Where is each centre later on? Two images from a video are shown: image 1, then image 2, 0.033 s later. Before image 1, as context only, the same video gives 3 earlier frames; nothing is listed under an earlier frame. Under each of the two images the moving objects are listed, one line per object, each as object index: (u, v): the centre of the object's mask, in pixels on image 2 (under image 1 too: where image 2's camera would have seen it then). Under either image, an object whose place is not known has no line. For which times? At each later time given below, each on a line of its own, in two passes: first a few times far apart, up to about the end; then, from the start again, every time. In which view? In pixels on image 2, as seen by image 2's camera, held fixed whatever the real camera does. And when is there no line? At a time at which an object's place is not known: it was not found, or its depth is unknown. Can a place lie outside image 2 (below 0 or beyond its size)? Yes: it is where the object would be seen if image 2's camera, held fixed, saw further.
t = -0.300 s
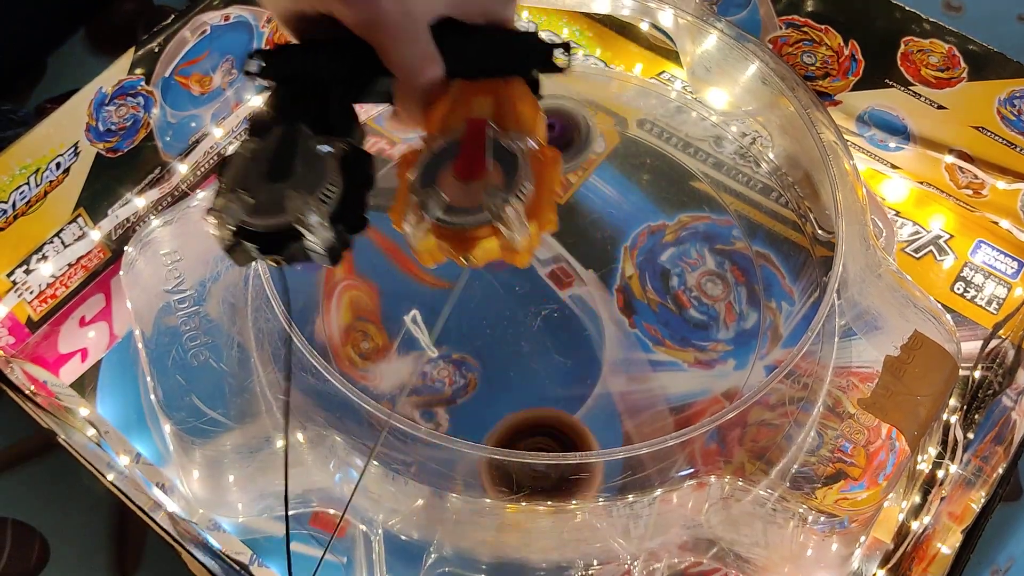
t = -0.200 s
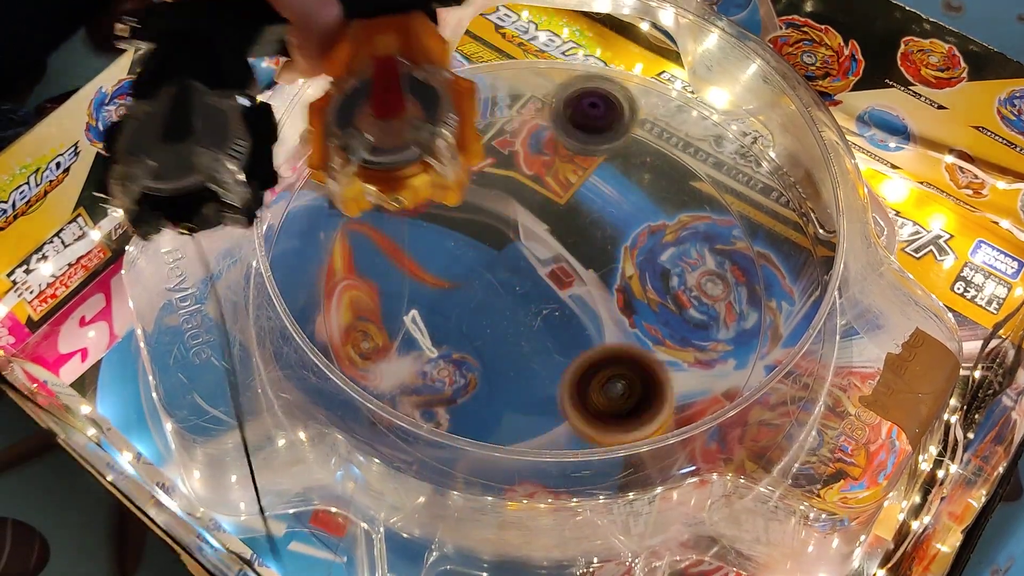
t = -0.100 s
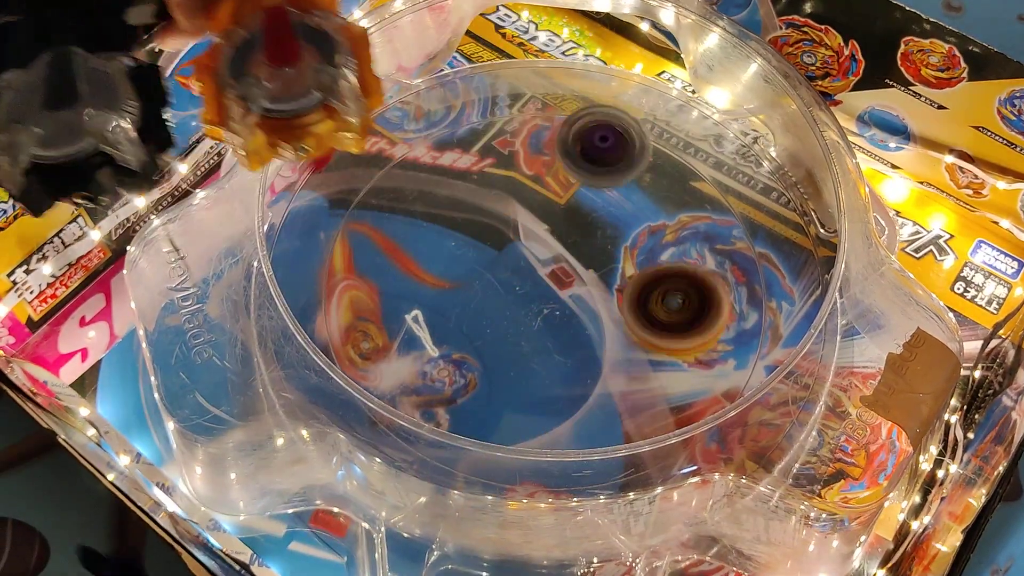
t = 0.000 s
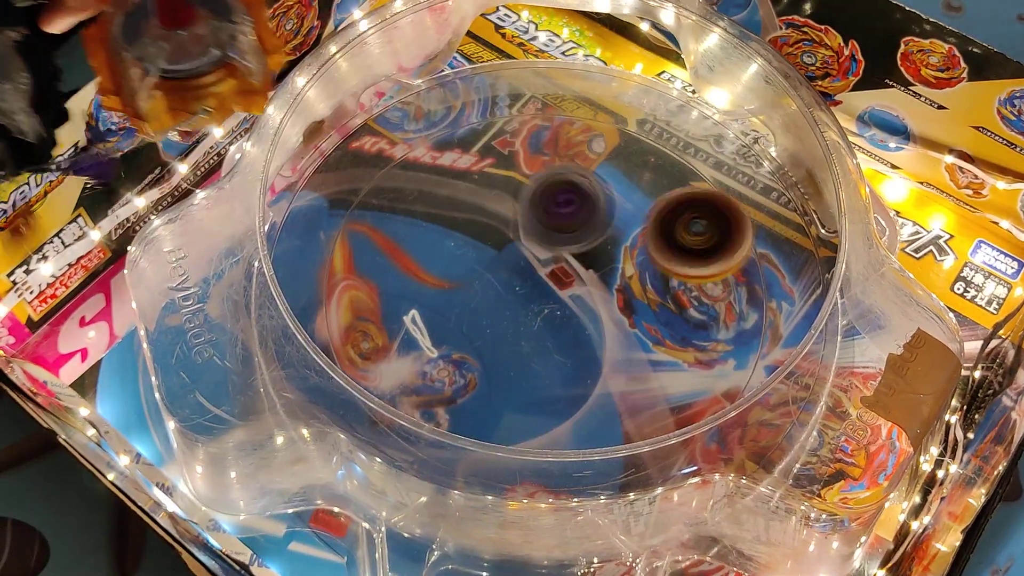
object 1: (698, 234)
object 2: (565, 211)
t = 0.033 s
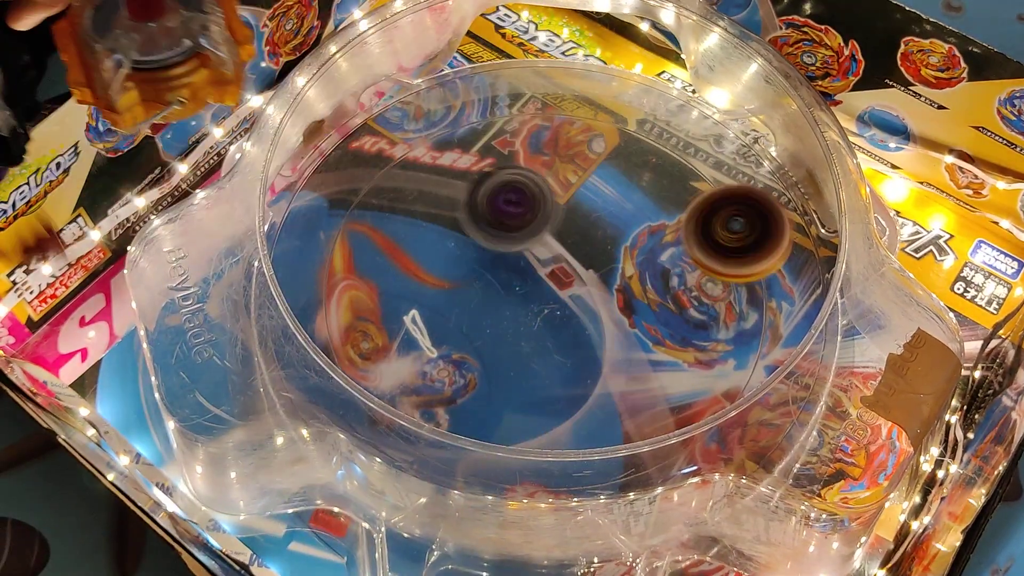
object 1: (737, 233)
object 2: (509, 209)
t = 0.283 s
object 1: (726, 241)
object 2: (306, 260)
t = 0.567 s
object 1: (489, 289)
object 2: (549, 389)
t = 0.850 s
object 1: (509, 397)
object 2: (797, 283)
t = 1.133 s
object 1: (677, 340)
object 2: (581, 151)
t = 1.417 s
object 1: (488, 183)
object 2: (333, 291)
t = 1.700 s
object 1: (358, 334)
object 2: (678, 413)
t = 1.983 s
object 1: (661, 380)
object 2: (670, 187)
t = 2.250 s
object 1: (626, 114)
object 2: (338, 169)
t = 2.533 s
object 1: (343, 245)
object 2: (459, 460)
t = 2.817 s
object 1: (614, 444)
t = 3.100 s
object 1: (695, 149)
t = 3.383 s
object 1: (368, 195)
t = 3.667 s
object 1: (541, 342)
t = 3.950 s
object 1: (721, 227)
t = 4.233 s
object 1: (559, 148)
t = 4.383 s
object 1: (479, 237)
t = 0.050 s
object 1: (756, 236)
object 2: (487, 207)
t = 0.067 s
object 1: (769, 236)
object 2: (466, 207)
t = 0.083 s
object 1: (782, 234)
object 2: (445, 208)
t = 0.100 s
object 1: (790, 234)
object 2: (420, 205)
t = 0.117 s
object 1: (793, 236)
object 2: (401, 208)
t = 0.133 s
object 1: (792, 237)
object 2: (382, 213)
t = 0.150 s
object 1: (789, 238)
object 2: (368, 212)
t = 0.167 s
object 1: (786, 238)
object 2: (355, 213)
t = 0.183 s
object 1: (781, 239)
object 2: (340, 218)
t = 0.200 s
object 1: (775, 239)
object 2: (328, 225)
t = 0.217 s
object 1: (768, 239)
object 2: (319, 234)
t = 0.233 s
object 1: (761, 239)
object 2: (314, 237)
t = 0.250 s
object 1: (750, 240)
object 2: (311, 243)
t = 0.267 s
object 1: (739, 242)
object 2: (307, 251)
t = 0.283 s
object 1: (726, 241)
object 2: (306, 260)
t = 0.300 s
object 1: (713, 241)
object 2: (306, 265)
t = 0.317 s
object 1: (699, 239)
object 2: (308, 270)
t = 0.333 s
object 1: (684, 238)
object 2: (311, 277)
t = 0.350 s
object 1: (669, 237)
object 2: (316, 290)
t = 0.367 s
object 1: (653, 238)
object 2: (322, 299)
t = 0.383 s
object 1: (637, 240)
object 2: (328, 305)
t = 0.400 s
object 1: (620, 242)
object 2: (337, 313)
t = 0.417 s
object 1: (605, 244)
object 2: (347, 323)
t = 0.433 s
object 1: (589, 249)
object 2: (361, 336)
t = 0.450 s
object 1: (573, 254)
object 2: (376, 347)
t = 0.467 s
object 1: (559, 259)
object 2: (398, 355)
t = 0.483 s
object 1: (545, 265)
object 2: (425, 361)
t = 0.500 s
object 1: (531, 271)
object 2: (453, 369)
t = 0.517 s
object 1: (517, 278)
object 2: (479, 370)
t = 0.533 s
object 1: (505, 284)
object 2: (502, 378)
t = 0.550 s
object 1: (497, 287)
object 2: (525, 387)
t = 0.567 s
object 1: (489, 289)
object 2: (549, 389)
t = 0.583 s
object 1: (483, 291)
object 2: (575, 391)
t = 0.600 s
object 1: (476, 295)
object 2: (603, 396)
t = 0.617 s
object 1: (472, 299)
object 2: (625, 396)
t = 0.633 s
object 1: (468, 304)
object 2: (646, 392)
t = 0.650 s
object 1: (464, 310)
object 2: (665, 387)
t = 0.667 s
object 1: (463, 316)
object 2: (689, 389)
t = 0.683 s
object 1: (462, 322)
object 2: (710, 388)
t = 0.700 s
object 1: (462, 329)
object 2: (726, 377)
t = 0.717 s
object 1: (464, 336)
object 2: (741, 367)
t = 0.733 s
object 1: (466, 345)
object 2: (755, 359)
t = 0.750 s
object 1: (469, 351)
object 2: (767, 355)
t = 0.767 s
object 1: (473, 359)
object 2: (774, 340)
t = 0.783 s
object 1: (478, 368)
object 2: (782, 327)
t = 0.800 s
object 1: (484, 376)
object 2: (788, 316)
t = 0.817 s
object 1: (491, 384)
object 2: (795, 309)
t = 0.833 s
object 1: (499, 392)
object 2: (798, 298)
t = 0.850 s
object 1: (509, 397)
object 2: (797, 283)
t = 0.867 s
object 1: (519, 403)
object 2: (790, 269)
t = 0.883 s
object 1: (531, 407)
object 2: (789, 260)
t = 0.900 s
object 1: (542, 410)
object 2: (786, 254)
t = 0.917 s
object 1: (554, 412)
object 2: (782, 246)
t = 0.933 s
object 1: (565, 413)
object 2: (772, 233)
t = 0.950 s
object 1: (578, 413)
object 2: (764, 221)
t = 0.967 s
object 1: (590, 413)
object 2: (755, 212)
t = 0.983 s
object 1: (604, 411)
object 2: (741, 201)
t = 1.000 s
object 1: (616, 408)
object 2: (727, 193)
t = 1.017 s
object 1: (628, 405)
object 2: (712, 186)
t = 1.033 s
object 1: (638, 399)
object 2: (696, 180)
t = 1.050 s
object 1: (649, 394)
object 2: (680, 173)
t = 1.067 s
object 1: (660, 386)
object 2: (661, 167)
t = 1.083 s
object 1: (667, 377)
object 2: (643, 163)
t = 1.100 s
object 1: (673, 365)
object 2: (623, 158)
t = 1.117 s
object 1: (676, 353)
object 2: (600, 153)
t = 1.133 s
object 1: (677, 340)
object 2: (581, 151)
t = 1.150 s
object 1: (676, 327)
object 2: (557, 150)
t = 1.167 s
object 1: (674, 313)
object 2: (534, 150)
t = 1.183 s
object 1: (670, 301)
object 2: (516, 150)
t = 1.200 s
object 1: (663, 286)
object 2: (497, 151)
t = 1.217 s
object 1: (655, 274)
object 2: (475, 157)
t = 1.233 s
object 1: (646, 260)
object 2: (453, 163)
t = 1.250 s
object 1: (635, 248)
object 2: (433, 171)
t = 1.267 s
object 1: (624, 237)
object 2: (415, 177)
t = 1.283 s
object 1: (612, 227)
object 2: (397, 184)
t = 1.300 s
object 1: (600, 219)
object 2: (381, 195)
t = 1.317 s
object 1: (586, 211)
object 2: (369, 204)
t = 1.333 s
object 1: (571, 203)
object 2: (355, 212)
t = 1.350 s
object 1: (556, 198)
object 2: (342, 226)
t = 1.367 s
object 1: (540, 193)
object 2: (333, 241)
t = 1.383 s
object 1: (522, 188)
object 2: (330, 255)
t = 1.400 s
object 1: (505, 185)
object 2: (330, 271)
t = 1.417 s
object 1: (488, 183)
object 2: (333, 291)
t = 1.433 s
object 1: (470, 183)
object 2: (338, 308)
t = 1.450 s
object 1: (453, 183)
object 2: (346, 321)
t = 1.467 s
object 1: (436, 185)
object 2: (351, 343)
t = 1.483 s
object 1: (419, 188)
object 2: (371, 353)
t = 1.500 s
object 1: (403, 193)
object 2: (381, 374)
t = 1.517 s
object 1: (387, 199)
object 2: (409, 380)
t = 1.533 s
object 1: (374, 205)
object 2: (425, 403)
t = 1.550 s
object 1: (360, 214)
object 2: (447, 413)
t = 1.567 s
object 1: (348, 224)
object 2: (474, 419)
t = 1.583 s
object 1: (336, 236)
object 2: (499, 430)
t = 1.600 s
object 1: (330, 248)
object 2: (525, 438)
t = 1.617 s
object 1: (330, 261)
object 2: (552, 442)
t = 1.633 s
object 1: (330, 278)
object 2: (580, 440)
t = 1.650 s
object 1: (335, 293)
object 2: (608, 438)
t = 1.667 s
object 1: (342, 308)
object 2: (633, 436)
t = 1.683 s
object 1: (350, 321)
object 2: (657, 424)
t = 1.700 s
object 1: (358, 334)
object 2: (678, 413)
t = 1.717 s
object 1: (370, 348)
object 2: (700, 403)
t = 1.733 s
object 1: (382, 360)
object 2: (720, 395)
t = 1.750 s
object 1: (390, 379)
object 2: (739, 384)
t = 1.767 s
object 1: (405, 391)
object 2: (755, 366)
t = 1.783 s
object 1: (421, 403)
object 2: (768, 351)
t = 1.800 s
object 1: (440, 412)
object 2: (779, 337)
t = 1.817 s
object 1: (460, 420)
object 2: (790, 326)
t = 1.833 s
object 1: (481, 426)
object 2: (798, 307)
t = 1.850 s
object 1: (503, 429)
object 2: (802, 294)
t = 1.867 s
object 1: (524, 430)
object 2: (789, 277)
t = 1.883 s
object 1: (546, 419)
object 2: (781, 264)
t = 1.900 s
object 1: (568, 425)
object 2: (766, 250)
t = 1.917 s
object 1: (588, 414)
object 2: (750, 237)
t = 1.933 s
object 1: (610, 409)
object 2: (732, 224)
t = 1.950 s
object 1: (627, 401)
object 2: (713, 209)
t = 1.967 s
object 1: (645, 392)
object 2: (690, 197)
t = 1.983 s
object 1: (661, 380)
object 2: (670, 187)
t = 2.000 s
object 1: (675, 363)
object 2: (649, 176)
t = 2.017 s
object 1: (687, 348)
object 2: (628, 168)
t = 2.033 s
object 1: (696, 329)
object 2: (606, 158)
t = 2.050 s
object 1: (701, 313)
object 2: (583, 150)
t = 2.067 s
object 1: (708, 294)
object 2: (558, 146)
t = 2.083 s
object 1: (709, 275)
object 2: (534, 141)
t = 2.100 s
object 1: (709, 255)
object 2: (514, 137)
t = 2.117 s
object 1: (707, 236)
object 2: (492, 134)
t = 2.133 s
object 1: (702, 218)
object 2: (469, 134)
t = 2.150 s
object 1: (697, 202)
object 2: (448, 135)
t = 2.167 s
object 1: (689, 183)
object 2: (426, 136)
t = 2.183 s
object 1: (680, 169)
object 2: (406, 140)
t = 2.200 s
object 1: (668, 153)
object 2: (388, 145)
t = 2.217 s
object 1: (656, 139)
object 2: (370, 153)
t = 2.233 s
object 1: (641, 125)
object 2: (352, 161)
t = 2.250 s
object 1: (626, 114)
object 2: (338, 169)
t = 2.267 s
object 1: (608, 106)
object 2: (326, 181)
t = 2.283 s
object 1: (588, 100)
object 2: (316, 197)
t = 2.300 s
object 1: (568, 98)
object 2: (314, 214)
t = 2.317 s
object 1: (547, 100)
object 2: (313, 232)
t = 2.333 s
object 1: (527, 103)
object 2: (314, 254)
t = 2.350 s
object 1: (507, 107)
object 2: (317, 271)
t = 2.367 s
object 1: (486, 111)
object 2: (323, 291)
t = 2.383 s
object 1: (464, 116)
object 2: (331, 308)
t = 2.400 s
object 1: (444, 122)
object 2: (329, 336)
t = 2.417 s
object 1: (423, 131)
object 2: (339, 357)
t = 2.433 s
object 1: (405, 145)
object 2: (348, 375)
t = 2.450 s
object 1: (390, 160)
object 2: (365, 391)
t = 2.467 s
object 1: (375, 175)
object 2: (378, 411)
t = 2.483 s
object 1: (365, 192)
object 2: (398, 426)
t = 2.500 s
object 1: (355, 208)
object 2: (417, 440)
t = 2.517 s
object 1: (349, 225)
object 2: (438, 453)
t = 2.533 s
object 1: (343, 245)
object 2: (459, 460)
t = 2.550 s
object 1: (341, 263)
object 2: (485, 466)
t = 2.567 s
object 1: (339, 283)
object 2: (513, 471)
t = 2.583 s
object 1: (342, 303)
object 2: (538, 471)
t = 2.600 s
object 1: (349, 319)
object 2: (565, 471)
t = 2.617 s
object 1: (354, 341)
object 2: (592, 470)
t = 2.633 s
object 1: (365, 357)
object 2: (620, 465)
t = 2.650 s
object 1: (378, 375)
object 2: (645, 458)
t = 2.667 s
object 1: (394, 394)
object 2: (672, 451)
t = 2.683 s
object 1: (413, 408)
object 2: (698, 444)
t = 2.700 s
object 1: (434, 423)
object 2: (722, 434)
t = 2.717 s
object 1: (456, 433)
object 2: (738, 425)
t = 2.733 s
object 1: (482, 441)
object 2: (758, 412)
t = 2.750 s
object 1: (508, 447)
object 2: (773, 397)
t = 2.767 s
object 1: (533, 450)
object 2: (785, 375)
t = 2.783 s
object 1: (559, 450)
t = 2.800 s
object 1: (588, 450)
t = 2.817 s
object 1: (614, 444)
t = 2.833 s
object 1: (640, 439)
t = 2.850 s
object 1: (667, 431)
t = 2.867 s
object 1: (691, 420)
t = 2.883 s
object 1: (712, 406)
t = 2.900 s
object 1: (730, 389)
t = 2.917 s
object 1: (744, 370)
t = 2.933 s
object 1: (750, 348)
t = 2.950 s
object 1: (761, 327)
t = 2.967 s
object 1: (768, 306)
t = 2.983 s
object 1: (769, 283)
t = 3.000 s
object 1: (769, 261)
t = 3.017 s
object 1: (763, 240)
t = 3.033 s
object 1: (753, 219)
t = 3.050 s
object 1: (741, 200)
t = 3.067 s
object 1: (727, 181)
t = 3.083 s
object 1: (711, 165)
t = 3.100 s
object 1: (695, 149)
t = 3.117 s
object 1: (675, 138)
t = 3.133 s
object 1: (655, 127)
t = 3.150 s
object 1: (634, 118)
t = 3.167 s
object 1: (613, 111)
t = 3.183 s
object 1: (589, 106)
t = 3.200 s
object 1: (568, 103)
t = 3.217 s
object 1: (545, 102)
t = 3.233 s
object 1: (522, 104)
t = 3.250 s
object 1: (500, 107)
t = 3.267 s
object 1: (479, 113)
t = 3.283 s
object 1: (459, 120)
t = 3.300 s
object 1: (440, 128)
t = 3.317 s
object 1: (420, 140)
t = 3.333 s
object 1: (401, 154)
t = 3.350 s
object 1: (386, 169)
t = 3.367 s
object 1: (374, 182)
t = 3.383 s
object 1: (368, 195)
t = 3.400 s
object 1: (371, 200)
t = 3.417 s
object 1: (375, 205)
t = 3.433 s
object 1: (380, 213)
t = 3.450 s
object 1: (385, 221)
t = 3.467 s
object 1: (393, 232)
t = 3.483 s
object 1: (400, 243)
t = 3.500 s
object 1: (410, 255)
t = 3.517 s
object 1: (419, 266)
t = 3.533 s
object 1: (429, 279)
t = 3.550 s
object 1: (441, 291)
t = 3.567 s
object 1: (454, 303)
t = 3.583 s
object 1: (468, 312)
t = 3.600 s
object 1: (481, 320)
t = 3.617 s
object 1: (495, 326)
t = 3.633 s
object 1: (511, 334)
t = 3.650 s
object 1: (526, 338)
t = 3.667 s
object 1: (541, 342)
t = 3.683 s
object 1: (555, 344)
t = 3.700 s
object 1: (571, 344)
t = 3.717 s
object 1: (588, 344)
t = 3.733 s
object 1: (603, 341)
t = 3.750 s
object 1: (618, 338)
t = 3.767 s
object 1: (632, 333)
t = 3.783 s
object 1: (646, 327)
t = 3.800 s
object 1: (659, 321)
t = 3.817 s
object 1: (670, 313)
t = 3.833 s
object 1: (680, 305)
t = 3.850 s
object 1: (691, 295)
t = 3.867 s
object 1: (700, 284)
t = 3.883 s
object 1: (708, 275)
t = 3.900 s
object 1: (712, 261)
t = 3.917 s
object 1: (716, 252)
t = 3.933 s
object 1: (721, 239)
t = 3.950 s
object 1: (721, 227)
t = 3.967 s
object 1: (721, 216)
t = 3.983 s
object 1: (718, 206)
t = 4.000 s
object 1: (716, 196)
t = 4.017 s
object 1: (711, 186)
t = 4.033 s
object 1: (704, 176)
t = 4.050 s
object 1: (696, 168)
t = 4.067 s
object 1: (688, 161)
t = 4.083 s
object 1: (678, 153)
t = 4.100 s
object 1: (666, 147)
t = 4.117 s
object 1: (653, 142)
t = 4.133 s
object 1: (643, 139)
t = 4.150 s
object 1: (629, 136)
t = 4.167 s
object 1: (614, 136)
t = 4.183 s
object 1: (600, 137)
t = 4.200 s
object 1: (587, 140)
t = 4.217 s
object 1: (574, 143)
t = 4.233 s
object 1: (559, 148)
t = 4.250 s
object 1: (546, 155)
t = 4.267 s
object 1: (535, 162)
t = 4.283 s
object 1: (523, 170)
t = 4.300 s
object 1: (511, 180)
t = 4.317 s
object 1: (502, 191)
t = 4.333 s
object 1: (494, 201)
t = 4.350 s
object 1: (489, 212)
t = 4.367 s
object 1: (483, 224)
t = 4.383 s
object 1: (479, 237)
